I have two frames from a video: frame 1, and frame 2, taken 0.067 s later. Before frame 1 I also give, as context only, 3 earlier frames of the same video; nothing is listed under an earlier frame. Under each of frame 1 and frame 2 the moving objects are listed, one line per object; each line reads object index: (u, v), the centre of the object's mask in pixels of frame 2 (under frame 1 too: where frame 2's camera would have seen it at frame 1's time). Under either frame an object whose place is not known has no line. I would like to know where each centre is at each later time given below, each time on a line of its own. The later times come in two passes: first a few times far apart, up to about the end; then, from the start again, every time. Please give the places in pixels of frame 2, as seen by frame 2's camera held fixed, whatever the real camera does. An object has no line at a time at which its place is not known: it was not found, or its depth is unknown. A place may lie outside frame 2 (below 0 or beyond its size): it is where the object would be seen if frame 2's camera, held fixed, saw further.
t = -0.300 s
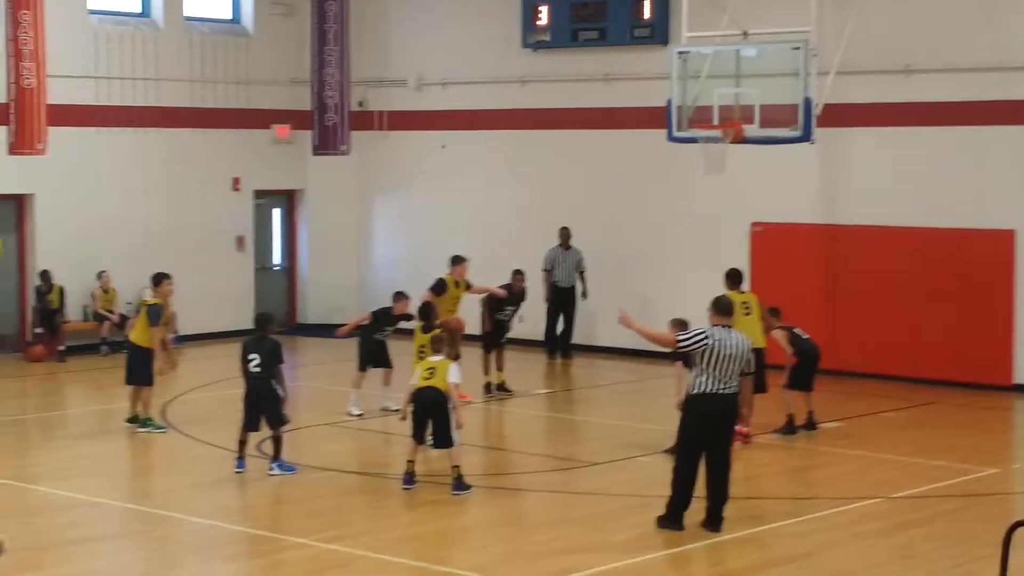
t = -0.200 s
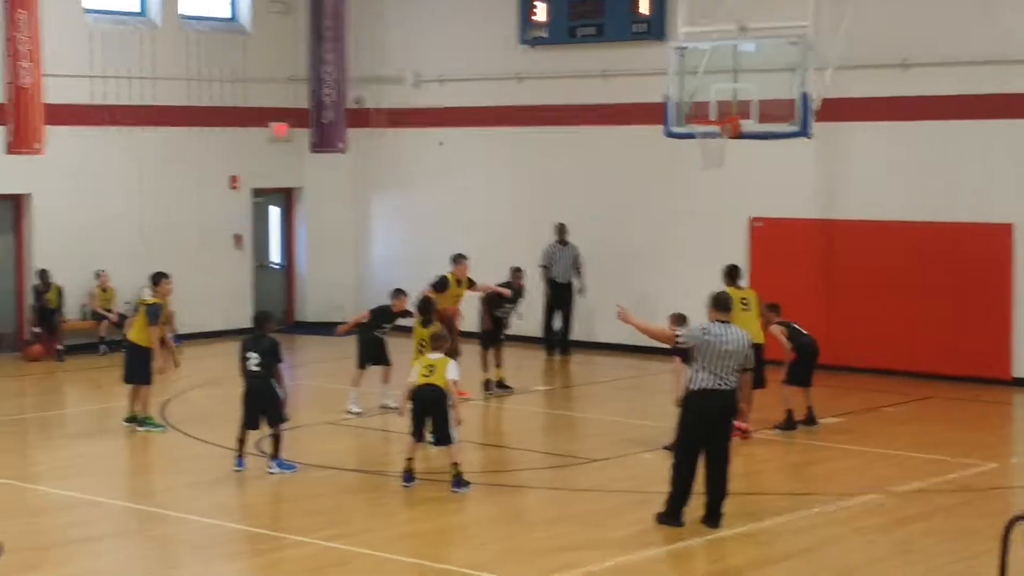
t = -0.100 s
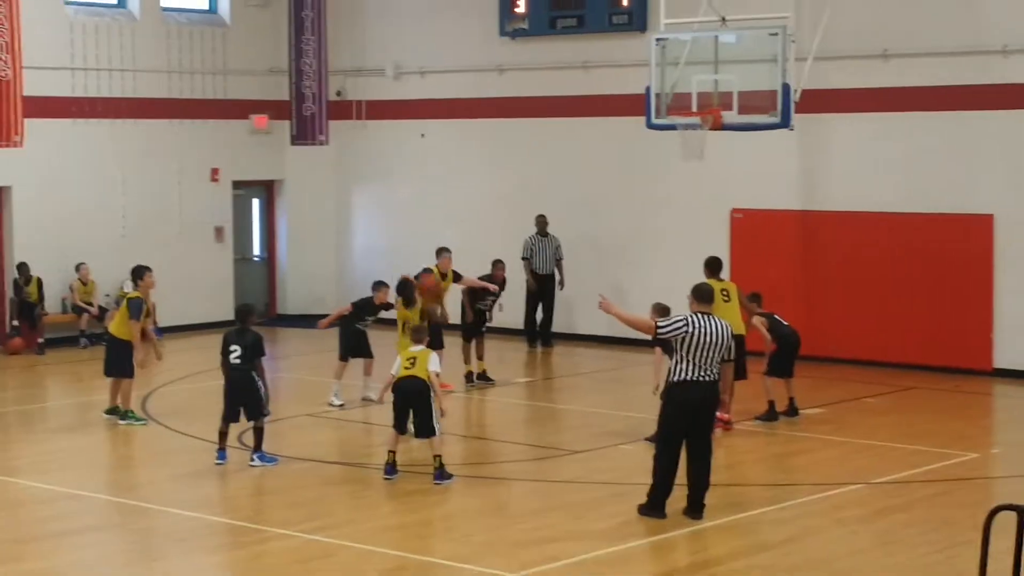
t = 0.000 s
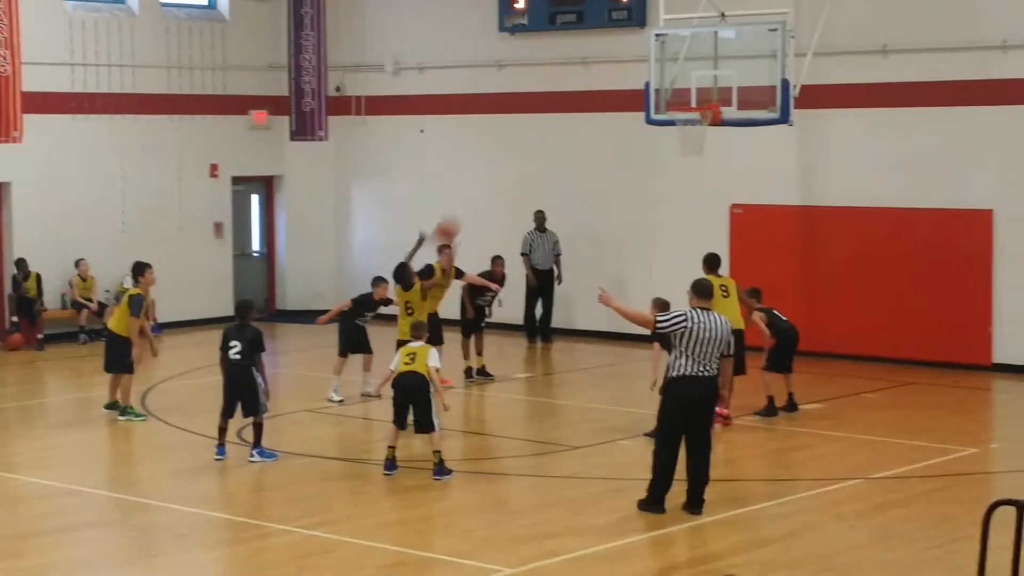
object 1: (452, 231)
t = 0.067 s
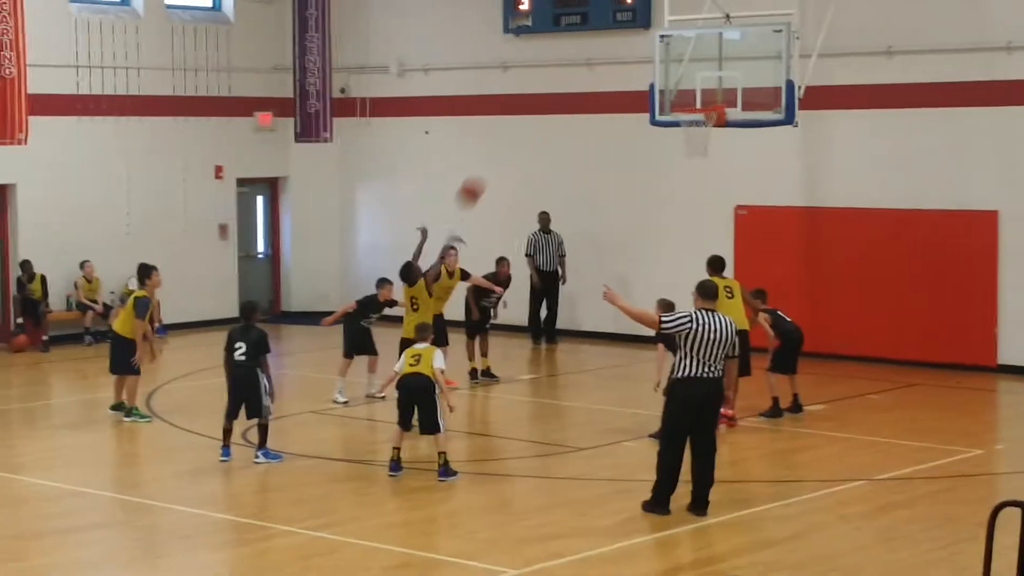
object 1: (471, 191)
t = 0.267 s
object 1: (530, 90)
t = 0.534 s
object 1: (602, 37)
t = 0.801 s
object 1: (668, 47)
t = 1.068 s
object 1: (717, 87)
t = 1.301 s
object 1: (705, 61)
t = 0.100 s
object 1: (481, 172)
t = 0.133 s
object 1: (491, 154)
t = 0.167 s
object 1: (501, 137)
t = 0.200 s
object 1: (510, 124)
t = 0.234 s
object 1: (519, 109)
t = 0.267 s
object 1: (530, 90)
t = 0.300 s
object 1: (539, 86)
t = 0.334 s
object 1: (549, 76)
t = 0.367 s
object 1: (558, 67)
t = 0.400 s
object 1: (567, 58)
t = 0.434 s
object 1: (576, 52)
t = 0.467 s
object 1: (584, 46)
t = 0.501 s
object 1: (593, 41)
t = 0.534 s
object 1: (602, 37)
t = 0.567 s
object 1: (611, 35)
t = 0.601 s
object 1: (618, 33)
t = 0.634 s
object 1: (627, 33)
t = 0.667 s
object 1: (635, 34)
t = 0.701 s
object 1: (644, 36)
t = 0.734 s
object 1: (652, 38)
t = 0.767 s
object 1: (660, 42)
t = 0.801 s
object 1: (668, 47)
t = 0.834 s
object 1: (676, 53)
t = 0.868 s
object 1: (683, 59)
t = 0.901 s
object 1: (690, 66)
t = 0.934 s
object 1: (698, 75)
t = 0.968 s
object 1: (705, 84)
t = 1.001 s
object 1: (714, 94)
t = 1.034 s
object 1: (716, 95)
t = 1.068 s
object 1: (717, 87)
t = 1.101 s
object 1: (715, 80)
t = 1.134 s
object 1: (714, 74)
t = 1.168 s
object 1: (712, 69)
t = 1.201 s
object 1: (710, 66)
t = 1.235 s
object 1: (708, 63)
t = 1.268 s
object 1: (706, 62)
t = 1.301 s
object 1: (705, 61)
